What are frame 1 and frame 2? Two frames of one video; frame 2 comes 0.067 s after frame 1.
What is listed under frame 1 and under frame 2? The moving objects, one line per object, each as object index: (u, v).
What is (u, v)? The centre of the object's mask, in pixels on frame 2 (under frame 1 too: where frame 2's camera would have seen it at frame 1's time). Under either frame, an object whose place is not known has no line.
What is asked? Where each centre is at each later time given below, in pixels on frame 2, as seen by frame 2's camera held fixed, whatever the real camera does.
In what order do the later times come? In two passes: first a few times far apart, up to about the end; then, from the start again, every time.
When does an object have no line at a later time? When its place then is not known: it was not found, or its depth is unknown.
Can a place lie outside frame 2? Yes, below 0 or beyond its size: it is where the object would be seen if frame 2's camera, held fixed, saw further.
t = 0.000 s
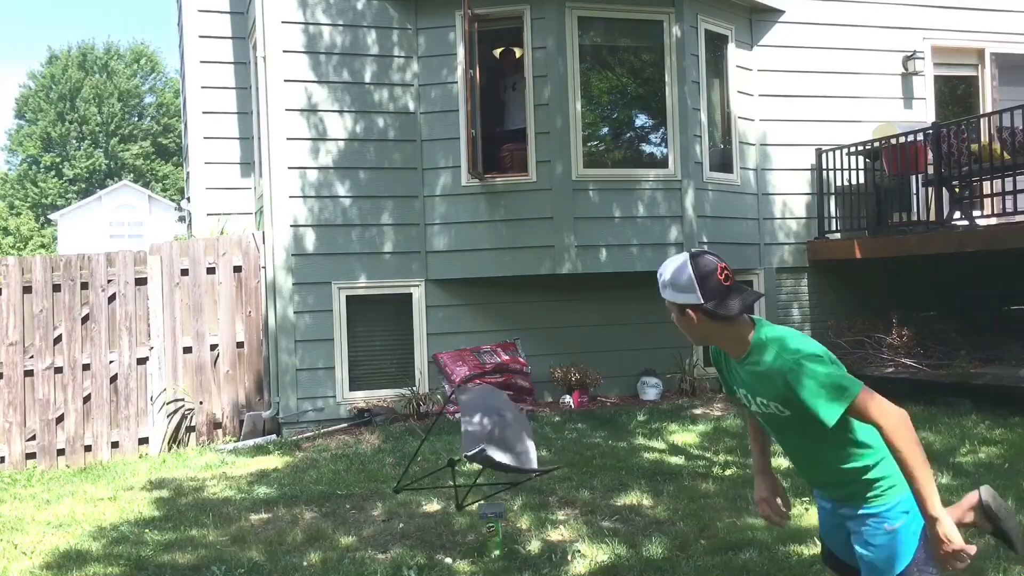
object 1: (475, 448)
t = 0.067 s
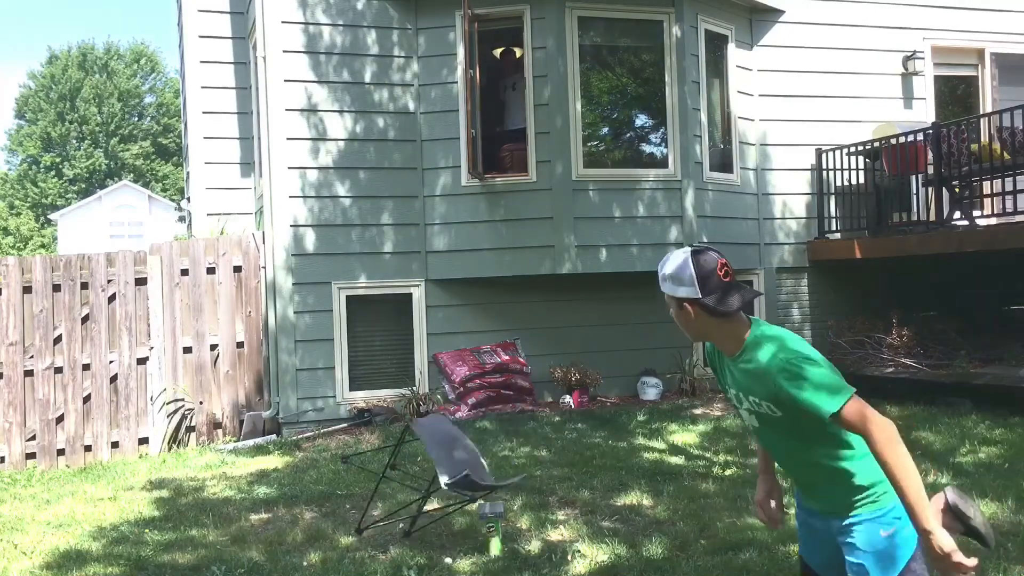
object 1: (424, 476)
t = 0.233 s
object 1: (364, 474)
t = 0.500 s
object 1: (298, 470)
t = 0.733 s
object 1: (251, 484)
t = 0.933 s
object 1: (232, 510)
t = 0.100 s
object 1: (405, 488)
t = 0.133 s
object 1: (396, 484)
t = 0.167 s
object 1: (384, 481)
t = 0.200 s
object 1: (374, 477)
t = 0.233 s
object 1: (364, 474)
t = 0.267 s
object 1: (354, 474)
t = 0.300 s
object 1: (344, 472)
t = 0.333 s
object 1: (336, 468)
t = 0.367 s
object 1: (328, 465)
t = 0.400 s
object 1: (319, 478)
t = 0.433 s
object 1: (311, 470)
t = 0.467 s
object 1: (304, 470)
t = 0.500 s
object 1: (298, 470)
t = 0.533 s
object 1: (292, 468)
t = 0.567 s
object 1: (285, 470)
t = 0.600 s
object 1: (279, 472)
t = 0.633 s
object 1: (272, 473)
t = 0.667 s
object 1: (265, 476)
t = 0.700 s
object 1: (258, 479)
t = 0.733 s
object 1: (251, 484)
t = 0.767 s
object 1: (242, 487)
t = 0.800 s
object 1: (237, 496)
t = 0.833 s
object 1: (231, 500)
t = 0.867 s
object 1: (234, 505)
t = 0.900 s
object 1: (233, 508)
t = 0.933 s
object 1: (232, 510)
